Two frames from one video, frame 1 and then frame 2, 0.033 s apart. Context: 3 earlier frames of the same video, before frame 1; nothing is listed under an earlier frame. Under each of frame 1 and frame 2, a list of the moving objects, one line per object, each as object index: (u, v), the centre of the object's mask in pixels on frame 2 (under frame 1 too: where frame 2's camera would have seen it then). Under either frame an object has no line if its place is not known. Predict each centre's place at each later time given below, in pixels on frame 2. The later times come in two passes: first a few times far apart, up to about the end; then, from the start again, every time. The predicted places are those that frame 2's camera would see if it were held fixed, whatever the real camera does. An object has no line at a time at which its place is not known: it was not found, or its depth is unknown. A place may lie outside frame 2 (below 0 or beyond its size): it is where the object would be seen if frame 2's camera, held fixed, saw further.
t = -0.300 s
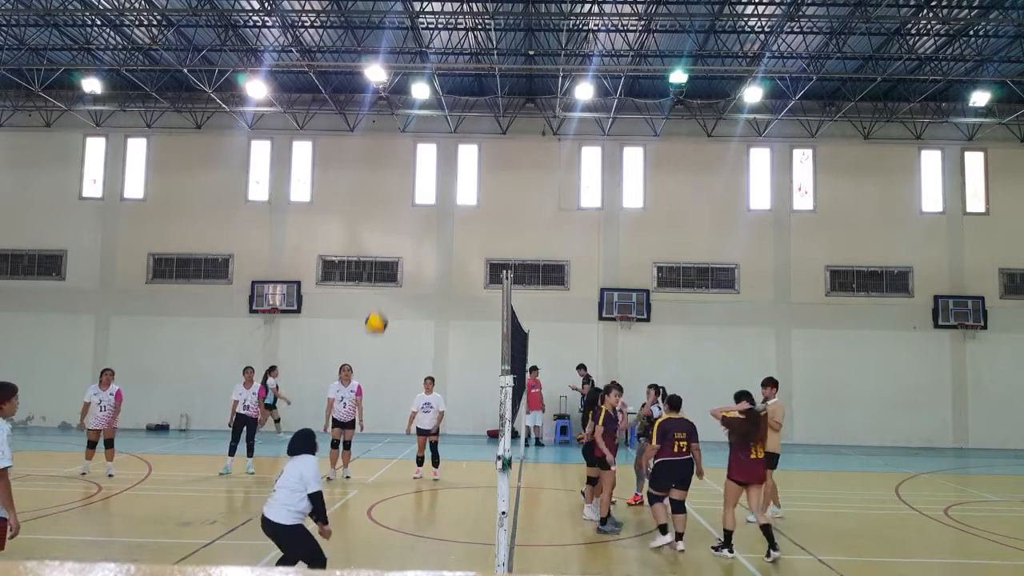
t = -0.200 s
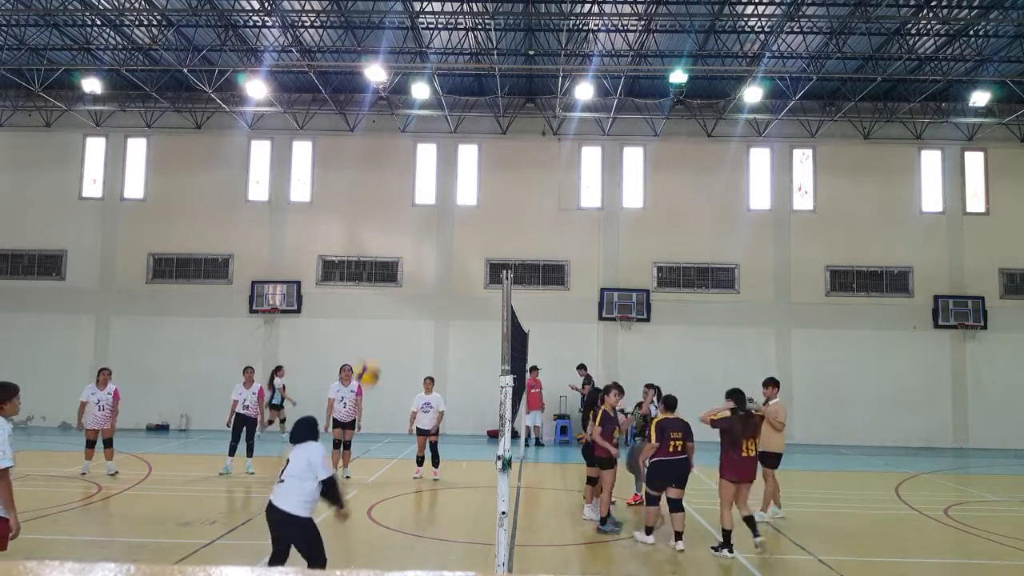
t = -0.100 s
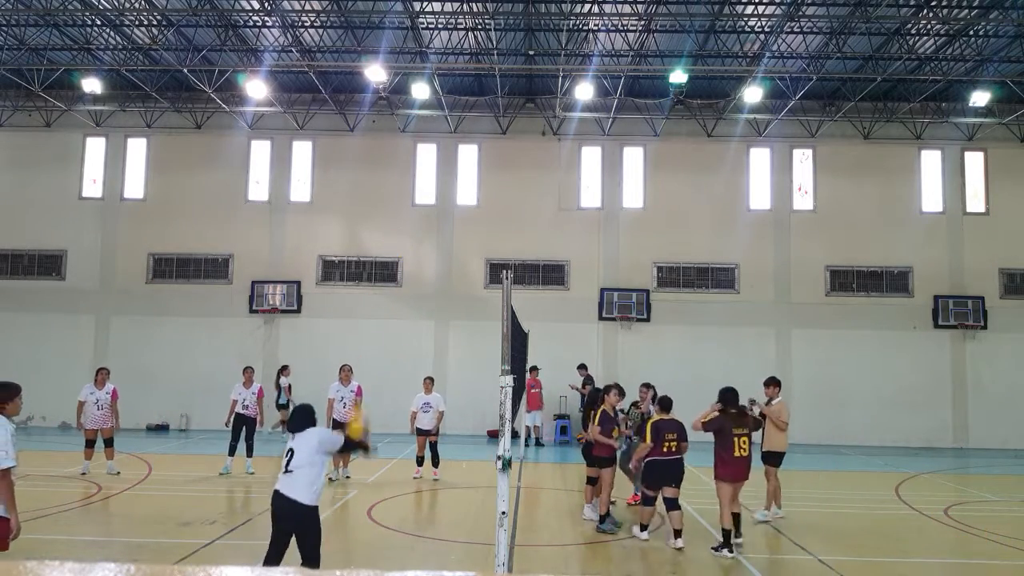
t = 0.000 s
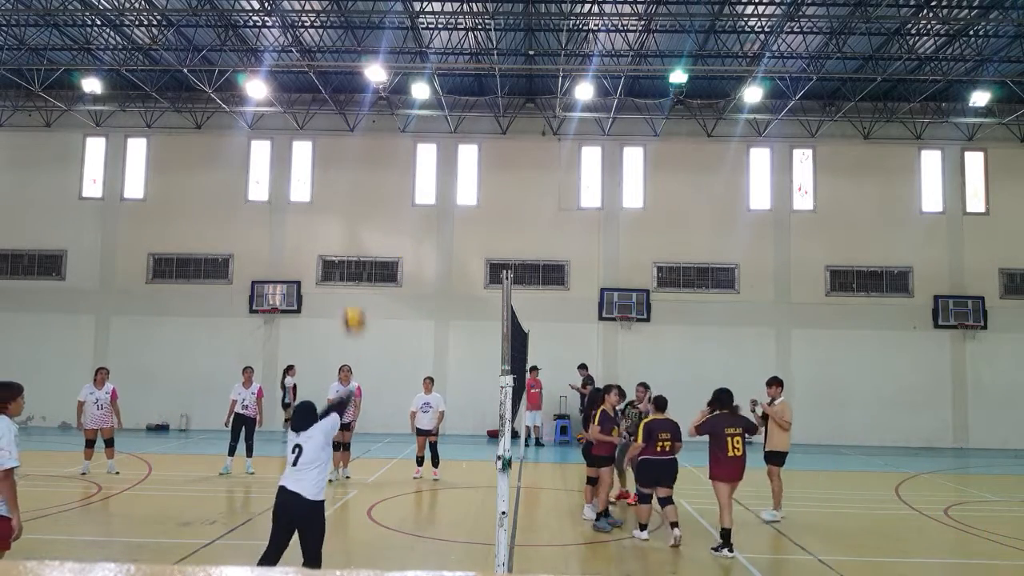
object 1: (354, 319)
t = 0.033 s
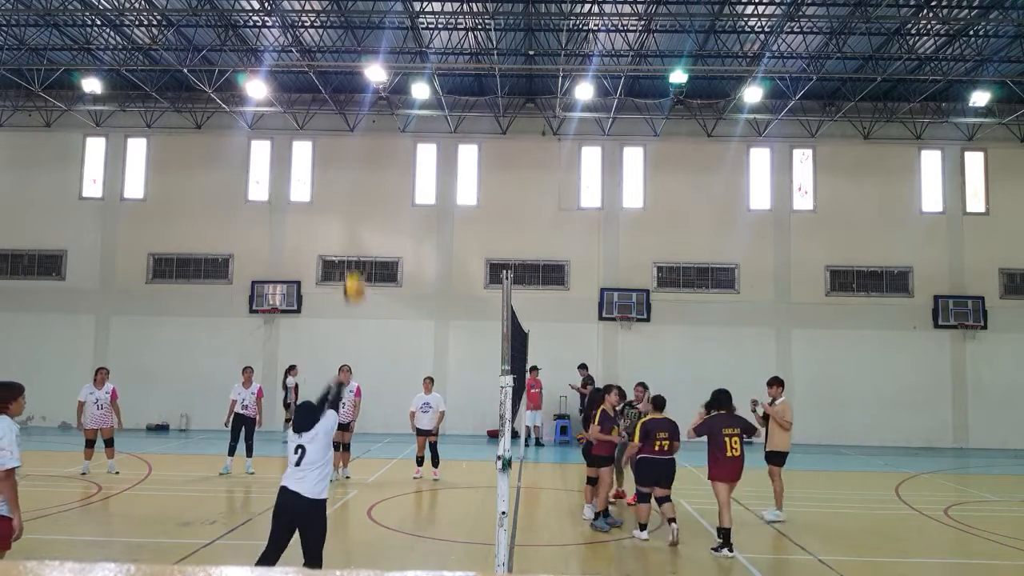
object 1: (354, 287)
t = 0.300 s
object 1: (347, 135)
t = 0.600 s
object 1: (344, 86)
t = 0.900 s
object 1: (339, 114)
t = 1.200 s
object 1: (333, 199)
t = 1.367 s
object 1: (328, 267)
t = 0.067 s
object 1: (353, 265)
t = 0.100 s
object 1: (352, 238)
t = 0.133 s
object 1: (351, 215)
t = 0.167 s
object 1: (350, 194)
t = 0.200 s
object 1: (350, 178)
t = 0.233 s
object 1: (349, 163)
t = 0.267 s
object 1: (348, 148)
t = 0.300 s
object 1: (347, 135)
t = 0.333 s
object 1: (347, 124)
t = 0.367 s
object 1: (347, 116)
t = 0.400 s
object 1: (346, 107)
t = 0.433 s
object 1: (346, 101)
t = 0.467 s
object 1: (346, 96)
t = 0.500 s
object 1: (346, 92)
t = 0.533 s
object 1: (345, 88)
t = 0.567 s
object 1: (345, 87)
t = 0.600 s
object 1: (344, 86)
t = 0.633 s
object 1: (344, 85)
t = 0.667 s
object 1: (343, 86)
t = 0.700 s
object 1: (343, 88)
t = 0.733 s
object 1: (342, 90)
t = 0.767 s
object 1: (342, 94)
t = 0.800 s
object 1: (341, 98)
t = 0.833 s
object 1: (341, 103)
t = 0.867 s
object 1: (340, 108)
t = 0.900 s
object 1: (339, 114)
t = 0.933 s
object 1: (338, 121)
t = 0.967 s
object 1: (338, 130)
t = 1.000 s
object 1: (337, 137)
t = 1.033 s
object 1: (337, 147)
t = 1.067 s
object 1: (335, 157)
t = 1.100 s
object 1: (335, 167)
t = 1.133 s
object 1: (335, 177)
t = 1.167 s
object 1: (334, 188)
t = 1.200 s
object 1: (333, 199)
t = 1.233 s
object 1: (332, 212)
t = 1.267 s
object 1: (331, 225)
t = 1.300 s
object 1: (330, 239)
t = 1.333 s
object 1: (328, 252)
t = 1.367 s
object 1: (328, 267)
